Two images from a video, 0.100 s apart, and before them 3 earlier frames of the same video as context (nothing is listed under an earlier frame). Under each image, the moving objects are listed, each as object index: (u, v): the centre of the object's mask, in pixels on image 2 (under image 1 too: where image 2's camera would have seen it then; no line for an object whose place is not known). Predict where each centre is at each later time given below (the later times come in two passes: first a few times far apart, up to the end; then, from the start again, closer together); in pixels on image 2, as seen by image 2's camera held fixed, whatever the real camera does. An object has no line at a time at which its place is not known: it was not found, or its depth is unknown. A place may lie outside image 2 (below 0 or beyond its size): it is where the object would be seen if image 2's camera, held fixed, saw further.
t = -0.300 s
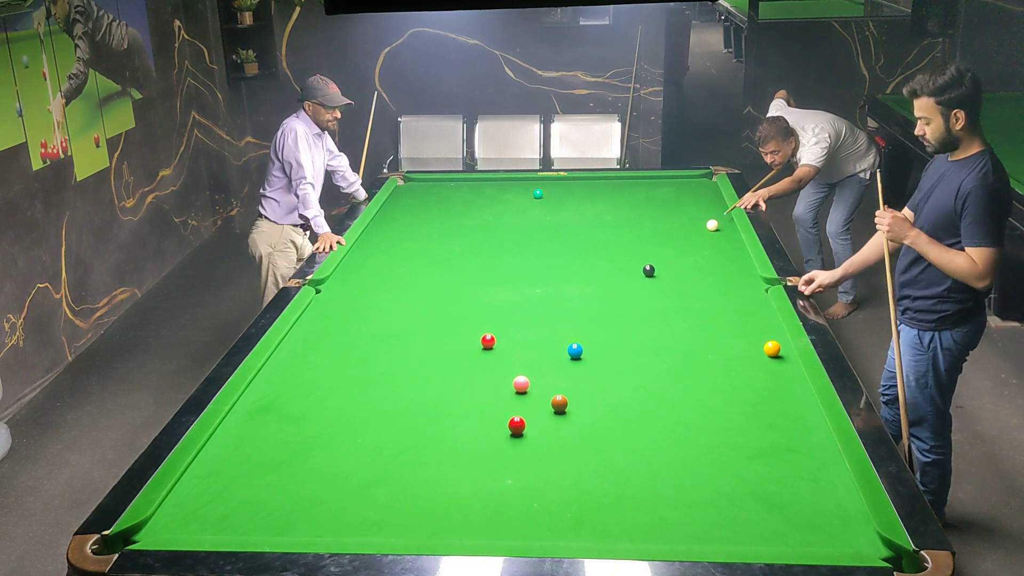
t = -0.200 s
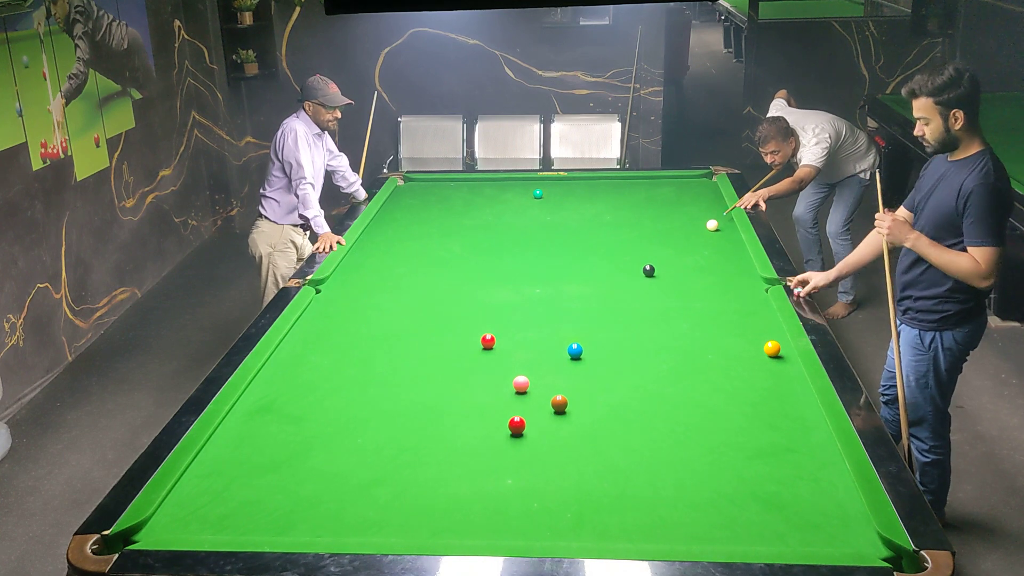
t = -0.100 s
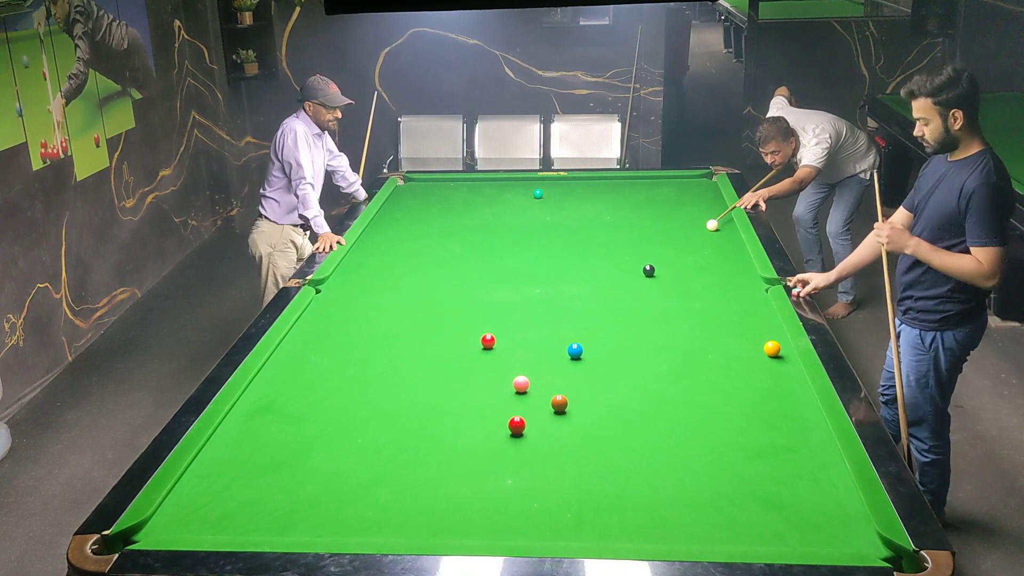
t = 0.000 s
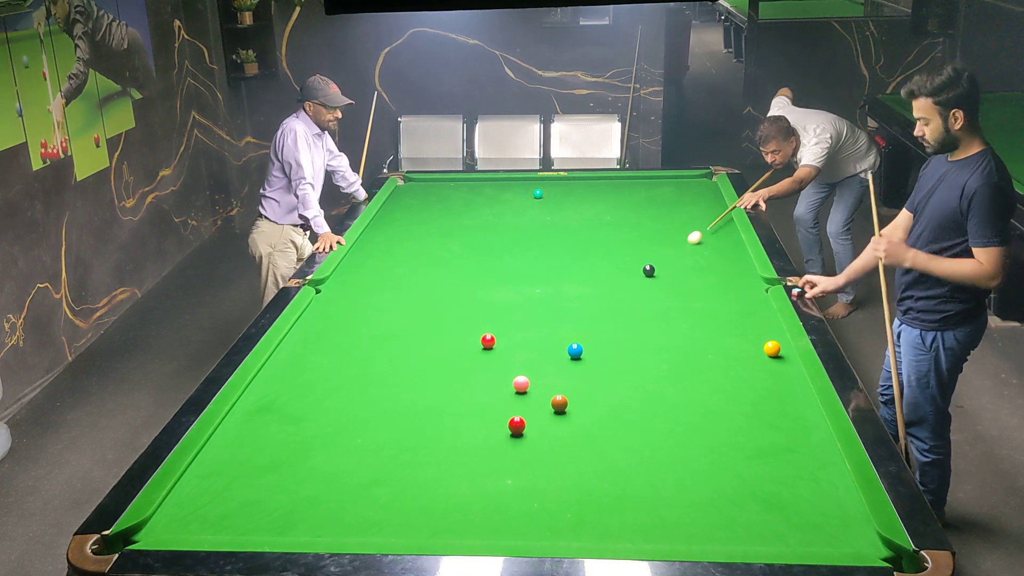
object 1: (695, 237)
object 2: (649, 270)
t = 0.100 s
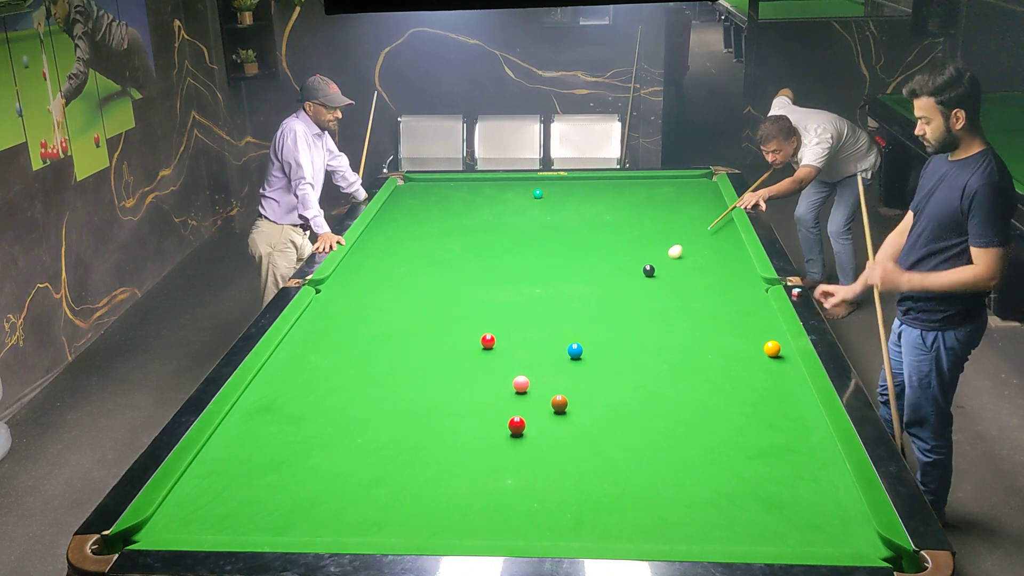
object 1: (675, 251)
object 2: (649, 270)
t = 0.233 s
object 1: (656, 267)
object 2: (640, 275)
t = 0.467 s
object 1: (656, 276)
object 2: (588, 304)
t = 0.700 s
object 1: (651, 288)
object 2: (540, 331)
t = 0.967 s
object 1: (645, 301)
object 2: (477, 365)
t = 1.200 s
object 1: (640, 313)
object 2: (416, 400)
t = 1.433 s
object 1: (635, 326)
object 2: (346, 440)
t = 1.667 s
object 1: (630, 338)
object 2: (264, 486)
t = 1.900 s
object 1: (625, 350)
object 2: (177, 529)
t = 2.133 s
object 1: (620, 363)
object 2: (184, 504)
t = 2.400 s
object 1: (614, 377)
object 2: (239, 476)
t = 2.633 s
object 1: (609, 388)
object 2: (280, 455)
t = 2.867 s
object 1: (604, 400)
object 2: (317, 437)
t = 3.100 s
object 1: (600, 411)
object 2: (349, 421)
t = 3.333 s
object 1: (596, 422)
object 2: (377, 406)
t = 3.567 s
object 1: (593, 432)
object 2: (402, 394)
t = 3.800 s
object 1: (589, 442)
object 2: (424, 382)
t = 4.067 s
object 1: (586, 452)
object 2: (446, 370)
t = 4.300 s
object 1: (582, 460)
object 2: (463, 361)
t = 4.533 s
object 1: (579, 468)
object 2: (479, 353)
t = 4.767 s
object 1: (576, 474)
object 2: (493, 347)
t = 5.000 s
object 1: (573, 480)
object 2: (507, 344)
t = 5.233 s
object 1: (570, 485)
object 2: (519, 342)
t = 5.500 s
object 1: (568, 489)
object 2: (530, 339)
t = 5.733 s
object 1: (567, 491)
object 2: (539, 338)
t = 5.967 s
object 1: (567, 493)
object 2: (546, 336)
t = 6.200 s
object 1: (568, 493)
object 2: (552, 335)
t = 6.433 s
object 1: (568, 493)
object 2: (557, 334)
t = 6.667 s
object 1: (568, 493)
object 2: (560, 333)
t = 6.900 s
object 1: (568, 493)
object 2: (562, 333)
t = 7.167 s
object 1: (568, 493)
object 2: (563, 333)
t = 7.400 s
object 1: (568, 493)
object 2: (563, 333)
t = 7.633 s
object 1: (568, 493)
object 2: (563, 333)
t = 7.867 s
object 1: (568, 493)
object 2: (563, 333)
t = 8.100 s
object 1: (568, 494)
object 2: (563, 333)
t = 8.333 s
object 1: (568, 493)
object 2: (563, 333)
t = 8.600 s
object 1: (568, 490)
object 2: (563, 333)
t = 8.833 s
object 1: (568, 494)
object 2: (563, 333)
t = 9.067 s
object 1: (568, 494)
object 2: (563, 333)
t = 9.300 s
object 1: (568, 494)
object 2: (563, 333)
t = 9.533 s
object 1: (568, 494)
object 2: (563, 333)
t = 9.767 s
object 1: (568, 494)
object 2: (563, 333)
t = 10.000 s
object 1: (568, 494)
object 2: (563, 333)
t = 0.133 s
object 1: (669, 256)
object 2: (649, 271)
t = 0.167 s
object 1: (662, 261)
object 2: (649, 270)
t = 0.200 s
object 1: (657, 265)
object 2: (648, 271)
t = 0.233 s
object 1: (656, 267)
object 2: (640, 275)
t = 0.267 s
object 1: (657, 268)
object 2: (632, 279)
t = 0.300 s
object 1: (658, 269)
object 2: (624, 284)
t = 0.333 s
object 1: (658, 270)
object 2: (617, 288)
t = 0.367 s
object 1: (658, 271)
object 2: (609, 292)
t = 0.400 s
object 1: (657, 273)
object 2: (602, 296)
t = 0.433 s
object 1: (657, 274)
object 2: (595, 300)
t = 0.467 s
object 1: (656, 276)
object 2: (588, 304)
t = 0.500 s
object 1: (655, 278)
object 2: (581, 308)
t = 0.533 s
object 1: (654, 279)
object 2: (575, 311)
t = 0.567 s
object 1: (654, 281)
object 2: (568, 315)
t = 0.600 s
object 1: (653, 283)
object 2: (561, 319)
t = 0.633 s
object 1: (652, 284)
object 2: (554, 323)
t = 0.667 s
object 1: (652, 286)
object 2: (547, 327)
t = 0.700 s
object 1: (651, 288)
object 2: (540, 331)
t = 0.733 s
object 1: (650, 289)
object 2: (532, 335)
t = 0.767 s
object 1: (649, 291)
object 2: (524, 339)
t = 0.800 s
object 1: (649, 293)
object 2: (517, 343)
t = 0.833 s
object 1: (648, 295)
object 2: (510, 348)
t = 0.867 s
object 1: (647, 296)
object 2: (502, 352)
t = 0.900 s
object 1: (647, 298)
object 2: (495, 356)
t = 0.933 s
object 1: (646, 300)
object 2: (485, 361)
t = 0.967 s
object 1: (645, 301)
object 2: (477, 365)
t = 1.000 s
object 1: (645, 303)
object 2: (469, 370)
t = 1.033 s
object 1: (644, 305)
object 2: (460, 375)
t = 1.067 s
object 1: (643, 307)
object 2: (452, 380)
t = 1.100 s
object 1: (643, 308)
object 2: (443, 385)
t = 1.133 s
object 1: (642, 310)
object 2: (434, 390)
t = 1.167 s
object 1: (641, 312)
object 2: (425, 395)
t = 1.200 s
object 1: (640, 313)
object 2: (416, 400)
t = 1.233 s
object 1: (640, 315)
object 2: (406, 405)
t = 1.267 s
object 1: (639, 317)
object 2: (397, 411)
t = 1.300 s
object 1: (638, 319)
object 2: (387, 417)
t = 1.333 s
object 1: (638, 320)
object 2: (377, 422)
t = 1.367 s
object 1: (637, 322)
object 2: (366, 428)
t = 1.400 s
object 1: (636, 324)
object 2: (356, 434)
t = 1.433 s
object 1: (635, 326)
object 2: (346, 440)
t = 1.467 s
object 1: (635, 327)
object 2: (335, 446)
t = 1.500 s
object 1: (634, 329)
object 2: (324, 453)
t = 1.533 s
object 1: (633, 331)
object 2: (313, 459)
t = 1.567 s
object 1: (632, 333)
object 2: (301, 466)
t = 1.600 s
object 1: (632, 334)
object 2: (289, 472)
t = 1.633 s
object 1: (631, 336)
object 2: (278, 479)
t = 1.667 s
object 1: (630, 338)
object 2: (264, 486)
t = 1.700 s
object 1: (630, 340)
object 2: (253, 493)
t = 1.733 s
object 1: (629, 341)
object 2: (240, 500)
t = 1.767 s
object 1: (628, 343)
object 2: (227, 507)
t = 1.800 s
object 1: (627, 345)
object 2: (214, 514)
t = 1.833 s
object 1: (627, 347)
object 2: (201, 521)
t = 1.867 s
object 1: (626, 349)
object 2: (190, 526)
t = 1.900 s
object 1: (625, 350)
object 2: (177, 529)
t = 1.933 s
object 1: (624, 352)
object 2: (172, 527)
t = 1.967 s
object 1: (623, 354)
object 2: (169, 524)
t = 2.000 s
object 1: (623, 356)
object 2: (164, 521)
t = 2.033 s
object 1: (622, 357)
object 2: (162, 516)
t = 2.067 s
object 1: (621, 359)
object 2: (169, 511)
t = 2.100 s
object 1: (620, 361)
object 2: (177, 507)
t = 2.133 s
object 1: (620, 363)
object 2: (184, 504)
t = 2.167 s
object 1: (619, 364)
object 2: (191, 501)
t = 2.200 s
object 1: (618, 366)
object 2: (199, 497)
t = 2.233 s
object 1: (617, 368)
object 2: (206, 493)
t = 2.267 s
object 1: (617, 370)
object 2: (212, 490)
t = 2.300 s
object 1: (616, 371)
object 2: (219, 486)
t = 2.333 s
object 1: (615, 373)
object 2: (226, 483)
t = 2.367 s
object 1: (614, 375)
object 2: (232, 480)
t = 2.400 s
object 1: (614, 377)
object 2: (239, 476)
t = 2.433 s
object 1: (613, 378)
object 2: (245, 473)
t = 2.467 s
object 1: (612, 380)
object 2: (251, 470)
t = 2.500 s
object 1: (611, 382)
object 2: (257, 467)
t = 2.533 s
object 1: (611, 383)
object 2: (263, 464)
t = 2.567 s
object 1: (610, 385)
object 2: (269, 461)
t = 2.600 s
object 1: (609, 387)
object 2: (275, 458)
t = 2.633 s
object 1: (609, 388)
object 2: (280, 455)
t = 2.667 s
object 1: (608, 390)
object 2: (286, 453)
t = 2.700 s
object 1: (607, 392)
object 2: (291, 450)
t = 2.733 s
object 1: (607, 393)
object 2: (296, 447)
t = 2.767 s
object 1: (606, 395)
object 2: (302, 445)
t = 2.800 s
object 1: (605, 397)
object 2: (307, 442)
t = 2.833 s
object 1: (605, 399)
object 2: (312, 440)
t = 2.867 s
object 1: (604, 400)
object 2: (317, 437)
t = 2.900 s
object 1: (603, 402)
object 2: (322, 434)
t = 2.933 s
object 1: (603, 403)
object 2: (326, 432)
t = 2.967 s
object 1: (602, 405)
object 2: (331, 430)
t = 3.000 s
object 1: (602, 407)
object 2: (336, 427)
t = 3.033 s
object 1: (601, 408)
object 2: (340, 425)
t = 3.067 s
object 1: (600, 410)
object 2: (345, 423)
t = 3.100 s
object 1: (600, 411)
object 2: (349, 421)
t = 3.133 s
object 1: (599, 413)
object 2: (353, 419)
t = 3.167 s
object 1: (599, 414)
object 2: (358, 416)
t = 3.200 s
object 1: (598, 416)
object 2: (362, 414)
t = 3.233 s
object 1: (597, 417)
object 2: (365, 412)
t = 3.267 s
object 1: (597, 419)
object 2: (370, 410)
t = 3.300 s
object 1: (596, 420)
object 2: (374, 408)
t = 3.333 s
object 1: (596, 422)
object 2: (377, 406)
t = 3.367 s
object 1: (595, 423)
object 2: (381, 404)
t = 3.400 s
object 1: (595, 425)
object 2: (385, 403)
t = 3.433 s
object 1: (594, 426)
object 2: (388, 401)
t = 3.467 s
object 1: (594, 428)
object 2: (392, 399)
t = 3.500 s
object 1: (593, 429)
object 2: (395, 397)
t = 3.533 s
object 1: (593, 431)
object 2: (399, 396)
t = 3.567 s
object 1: (593, 432)
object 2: (402, 394)
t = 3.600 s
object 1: (592, 434)
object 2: (405, 392)
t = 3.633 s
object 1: (592, 435)
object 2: (409, 390)
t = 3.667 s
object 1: (591, 437)
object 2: (412, 389)
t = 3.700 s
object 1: (591, 438)
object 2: (415, 387)
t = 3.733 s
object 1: (590, 439)
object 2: (418, 385)
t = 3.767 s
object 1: (590, 441)
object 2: (421, 384)
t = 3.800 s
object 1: (589, 442)
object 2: (424, 382)
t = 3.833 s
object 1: (589, 443)
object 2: (427, 381)
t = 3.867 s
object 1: (588, 444)
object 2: (430, 379)
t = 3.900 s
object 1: (588, 446)
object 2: (433, 377)
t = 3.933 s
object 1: (587, 447)
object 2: (436, 376)
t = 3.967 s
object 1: (587, 448)
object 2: (438, 374)
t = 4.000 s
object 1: (586, 449)
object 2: (441, 373)
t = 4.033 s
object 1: (586, 451)
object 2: (444, 372)
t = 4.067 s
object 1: (586, 452)
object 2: (446, 370)
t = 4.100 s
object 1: (585, 453)
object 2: (449, 369)
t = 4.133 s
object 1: (585, 454)
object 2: (451, 368)
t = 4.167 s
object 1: (584, 456)
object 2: (454, 367)
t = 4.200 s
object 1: (584, 457)
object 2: (456, 365)
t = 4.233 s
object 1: (583, 458)
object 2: (459, 364)
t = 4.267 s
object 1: (583, 459)
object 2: (461, 362)
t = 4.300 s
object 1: (582, 460)
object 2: (463, 361)
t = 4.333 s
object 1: (582, 461)
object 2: (466, 360)
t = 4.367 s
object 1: (581, 462)
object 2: (468, 359)
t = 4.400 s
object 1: (581, 464)
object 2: (470, 358)
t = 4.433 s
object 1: (580, 465)
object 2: (473, 357)
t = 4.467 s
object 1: (580, 465)
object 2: (475, 355)
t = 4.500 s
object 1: (579, 467)
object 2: (477, 354)
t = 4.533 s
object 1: (579, 468)
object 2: (479, 353)
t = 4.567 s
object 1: (579, 469)
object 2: (481, 352)
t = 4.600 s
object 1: (578, 470)
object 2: (483, 351)
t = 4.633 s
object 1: (578, 471)
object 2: (485, 350)
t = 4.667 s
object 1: (577, 472)
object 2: (487, 349)
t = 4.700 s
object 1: (577, 472)
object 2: (489, 348)
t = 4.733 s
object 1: (576, 473)
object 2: (491, 347)
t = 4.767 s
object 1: (576, 474)
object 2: (493, 347)
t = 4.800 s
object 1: (575, 475)
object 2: (495, 347)
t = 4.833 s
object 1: (575, 476)
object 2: (497, 346)
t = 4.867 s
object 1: (574, 477)
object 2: (499, 346)
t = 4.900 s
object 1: (574, 477)
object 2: (501, 345)
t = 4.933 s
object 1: (574, 478)
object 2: (503, 345)
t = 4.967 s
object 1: (573, 479)
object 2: (505, 344)
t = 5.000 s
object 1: (573, 480)
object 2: (507, 344)
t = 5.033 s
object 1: (572, 481)
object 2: (509, 344)
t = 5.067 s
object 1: (572, 481)
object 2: (510, 343)
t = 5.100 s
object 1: (572, 482)
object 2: (512, 343)
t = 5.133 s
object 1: (571, 483)
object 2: (514, 343)
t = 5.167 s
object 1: (571, 483)
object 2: (516, 342)
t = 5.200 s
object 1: (571, 484)
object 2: (517, 342)
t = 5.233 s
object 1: (570, 485)
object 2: (519, 342)
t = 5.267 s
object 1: (570, 485)
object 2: (520, 341)
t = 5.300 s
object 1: (570, 486)
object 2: (522, 341)
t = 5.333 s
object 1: (569, 486)
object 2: (523, 341)
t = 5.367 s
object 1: (569, 487)
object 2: (525, 341)
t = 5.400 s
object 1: (569, 487)
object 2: (526, 340)
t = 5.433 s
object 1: (569, 488)
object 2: (527, 340)
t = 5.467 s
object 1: (568, 488)
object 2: (529, 340)
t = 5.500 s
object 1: (568, 489)
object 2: (530, 339)
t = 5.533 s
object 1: (568, 489)
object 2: (532, 339)
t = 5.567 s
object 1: (568, 490)
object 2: (533, 339)
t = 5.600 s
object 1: (568, 490)
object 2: (534, 339)
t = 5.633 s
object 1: (568, 491)
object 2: (535, 338)
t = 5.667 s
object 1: (568, 491)
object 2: (537, 338)
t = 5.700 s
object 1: (568, 491)
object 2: (538, 338)
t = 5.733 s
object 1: (567, 491)
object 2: (539, 338)
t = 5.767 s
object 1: (567, 492)
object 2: (540, 338)
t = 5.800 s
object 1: (567, 492)
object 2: (541, 337)
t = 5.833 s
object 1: (567, 492)
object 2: (542, 337)
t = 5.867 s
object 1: (567, 493)
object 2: (543, 337)
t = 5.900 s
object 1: (567, 493)
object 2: (544, 337)
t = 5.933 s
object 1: (567, 493)
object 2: (545, 337)
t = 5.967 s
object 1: (567, 493)
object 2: (546, 336)
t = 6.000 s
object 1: (567, 493)
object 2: (547, 336)
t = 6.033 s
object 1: (568, 493)
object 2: (548, 336)
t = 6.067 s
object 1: (568, 493)
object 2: (549, 336)
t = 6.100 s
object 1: (568, 493)
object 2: (550, 336)
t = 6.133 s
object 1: (568, 493)
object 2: (551, 336)
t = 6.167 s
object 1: (568, 493)
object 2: (552, 335)
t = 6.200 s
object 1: (568, 493)
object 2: (552, 335)
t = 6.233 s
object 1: (568, 493)
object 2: (553, 335)
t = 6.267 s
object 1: (568, 493)
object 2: (554, 335)
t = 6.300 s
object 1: (568, 493)
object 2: (555, 335)
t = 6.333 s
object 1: (568, 493)
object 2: (555, 335)
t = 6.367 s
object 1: (568, 493)
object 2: (556, 334)
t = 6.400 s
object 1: (568, 493)
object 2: (556, 334)
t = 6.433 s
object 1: (568, 493)
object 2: (557, 334)
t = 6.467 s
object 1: (568, 493)
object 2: (557, 334)
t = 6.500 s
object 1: (568, 493)
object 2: (558, 334)
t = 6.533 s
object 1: (568, 493)
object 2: (559, 334)
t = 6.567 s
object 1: (568, 493)
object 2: (559, 334)
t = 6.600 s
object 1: (568, 493)
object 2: (560, 334)
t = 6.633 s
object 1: (568, 493)
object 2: (560, 334)
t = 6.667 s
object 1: (568, 493)
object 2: (560, 333)
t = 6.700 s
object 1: (568, 493)
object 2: (561, 333)
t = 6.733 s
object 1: (568, 493)
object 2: (561, 333)
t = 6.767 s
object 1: (568, 493)
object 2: (561, 333)
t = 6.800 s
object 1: (568, 493)
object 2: (561, 333)
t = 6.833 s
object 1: (568, 493)
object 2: (561, 333)
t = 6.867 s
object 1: (568, 493)
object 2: (562, 333)
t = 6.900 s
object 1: (568, 493)
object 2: (562, 333)
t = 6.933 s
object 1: (568, 493)
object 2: (562, 333)
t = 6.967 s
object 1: (568, 493)
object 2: (562, 333)
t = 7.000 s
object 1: (568, 493)
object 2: (562, 333)
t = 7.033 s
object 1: (568, 493)
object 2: (562, 333)
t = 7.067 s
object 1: (568, 493)
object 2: (563, 333)
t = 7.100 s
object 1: (568, 493)
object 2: (563, 333)
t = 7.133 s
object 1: (568, 493)
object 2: (563, 333)
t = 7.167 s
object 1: (568, 493)
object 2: (563, 333)
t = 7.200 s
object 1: (568, 493)
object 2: (563, 333)
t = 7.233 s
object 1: (568, 493)
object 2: (563, 333)
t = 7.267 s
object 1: (568, 493)
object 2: (563, 333)
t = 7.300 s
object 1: (568, 493)
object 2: (563, 333)
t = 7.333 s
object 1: (568, 493)
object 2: (563, 333)
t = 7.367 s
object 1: (568, 493)
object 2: (563, 333)
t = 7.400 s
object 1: (568, 493)
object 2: (563, 333)
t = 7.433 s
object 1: (568, 493)
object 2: (563, 333)
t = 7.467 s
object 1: (568, 493)
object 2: (563, 333)
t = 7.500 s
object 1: (568, 493)
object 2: (563, 333)
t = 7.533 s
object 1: (568, 493)
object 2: (563, 333)
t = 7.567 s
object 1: (568, 493)
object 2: (563, 333)
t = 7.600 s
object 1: (568, 493)
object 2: (563, 333)
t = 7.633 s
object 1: (568, 493)
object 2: (563, 333)
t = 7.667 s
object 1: (568, 493)
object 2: (563, 333)
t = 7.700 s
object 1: (568, 493)
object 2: (563, 333)
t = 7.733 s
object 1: (568, 493)
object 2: (563, 333)
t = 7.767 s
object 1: (568, 493)
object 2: (563, 333)
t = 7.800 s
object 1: (568, 493)
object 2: (563, 333)
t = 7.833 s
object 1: (568, 493)
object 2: (563, 333)
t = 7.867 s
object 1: (568, 493)
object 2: (563, 333)
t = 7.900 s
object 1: (568, 493)
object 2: (563, 333)
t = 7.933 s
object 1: (568, 493)
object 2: (563, 333)
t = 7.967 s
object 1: (568, 493)
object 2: (563, 333)
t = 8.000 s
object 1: (568, 493)
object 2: (563, 333)
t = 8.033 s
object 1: (568, 493)
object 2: (563, 333)
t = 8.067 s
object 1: (568, 493)
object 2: (563, 333)
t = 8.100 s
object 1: (568, 494)
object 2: (563, 333)
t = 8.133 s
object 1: (568, 493)
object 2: (563, 333)
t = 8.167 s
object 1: (568, 493)
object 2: (563, 333)
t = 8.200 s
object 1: (568, 493)
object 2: (563, 333)
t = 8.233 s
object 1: (568, 493)
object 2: (563, 333)
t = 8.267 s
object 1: (568, 493)
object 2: (563, 333)
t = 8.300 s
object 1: (568, 493)
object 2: (563, 333)
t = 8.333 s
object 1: (568, 493)
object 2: (563, 333)
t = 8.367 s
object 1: (568, 494)
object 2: (563, 333)
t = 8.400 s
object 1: (568, 494)
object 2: (563, 333)
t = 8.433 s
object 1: (568, 493)
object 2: (563, 333)
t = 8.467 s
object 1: (568, 493)
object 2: (563, 333)
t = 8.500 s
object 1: (568, 493)
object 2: (563, 333)
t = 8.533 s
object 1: (568, 493)
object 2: (563, 333)
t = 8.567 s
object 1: (567, 493)
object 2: (563, 333)
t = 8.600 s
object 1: (568, 490)
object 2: (563, 333)
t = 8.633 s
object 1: (569, 493)
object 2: (563, 333)
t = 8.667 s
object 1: (568, 493)
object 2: (563, 333)
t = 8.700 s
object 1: (568, 494)
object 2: (563, 333)
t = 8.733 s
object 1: (568, 494)
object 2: (563, 333)
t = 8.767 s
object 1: (568, 493)
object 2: (563, 333)
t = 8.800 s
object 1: (568, 493)
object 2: (563, 333)
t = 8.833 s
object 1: (568, 494)
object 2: (563, 333)
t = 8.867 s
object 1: (568, 493)
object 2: (563, 333)
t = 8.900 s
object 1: (568, 494)
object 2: (563, 333)
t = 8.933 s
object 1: (568, 493)
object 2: (563, 333)
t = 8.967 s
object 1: (568, 494)
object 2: (563, 333)
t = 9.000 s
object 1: (568, 494)
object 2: (563, 333)
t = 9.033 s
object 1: (568, 494)
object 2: (563, 333)
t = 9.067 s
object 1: (568, 494)
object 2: (563, 333)
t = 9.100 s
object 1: (568, 494)
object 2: (563, 333)
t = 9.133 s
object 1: (568, 494)
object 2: (563, 333)
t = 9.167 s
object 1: (568, 494)
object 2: (563, 333)
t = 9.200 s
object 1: (568, 494)
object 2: (563, 333)
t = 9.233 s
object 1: (568, 494)
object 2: (563, 333)
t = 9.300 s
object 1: (568, 494)
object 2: (563, 333)
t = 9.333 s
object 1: (568, 494)
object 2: (563, 333)
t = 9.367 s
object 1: (568, 494)
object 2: (563, 333)
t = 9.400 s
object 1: (568, 493)
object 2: (563, 333)
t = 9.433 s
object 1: (568, 494)
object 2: (563, 333)
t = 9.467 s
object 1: (568, 494)
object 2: (563, 333)
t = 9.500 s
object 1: (568, 494)
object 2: (563, 333)
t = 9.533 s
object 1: (568, 494)
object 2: (563, 333)
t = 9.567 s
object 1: (568, 494)
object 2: (563, 333)
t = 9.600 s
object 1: (568, 494)
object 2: (563, 333)
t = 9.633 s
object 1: (568, 494)
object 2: (563, 333)
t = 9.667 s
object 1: (568, 494)
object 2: (563, 333)
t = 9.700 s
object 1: (568, 494)
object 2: (563, 333)
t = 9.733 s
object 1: (568, 494)
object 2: (563, 333)
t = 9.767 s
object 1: (568, 494)
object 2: (563, 333)
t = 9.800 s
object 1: (568, 494)
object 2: (563, 333)
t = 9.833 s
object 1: (568, 494)
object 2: (563, 333)
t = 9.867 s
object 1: (568, 494)
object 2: (563, 333)
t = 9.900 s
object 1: (568, 494)
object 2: (563, 333)
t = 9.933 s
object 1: (568, 494)
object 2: (563, 333)
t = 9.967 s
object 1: (568, 494)
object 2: (563, 333)
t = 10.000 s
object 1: (568, 494)
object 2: (563, 333)
